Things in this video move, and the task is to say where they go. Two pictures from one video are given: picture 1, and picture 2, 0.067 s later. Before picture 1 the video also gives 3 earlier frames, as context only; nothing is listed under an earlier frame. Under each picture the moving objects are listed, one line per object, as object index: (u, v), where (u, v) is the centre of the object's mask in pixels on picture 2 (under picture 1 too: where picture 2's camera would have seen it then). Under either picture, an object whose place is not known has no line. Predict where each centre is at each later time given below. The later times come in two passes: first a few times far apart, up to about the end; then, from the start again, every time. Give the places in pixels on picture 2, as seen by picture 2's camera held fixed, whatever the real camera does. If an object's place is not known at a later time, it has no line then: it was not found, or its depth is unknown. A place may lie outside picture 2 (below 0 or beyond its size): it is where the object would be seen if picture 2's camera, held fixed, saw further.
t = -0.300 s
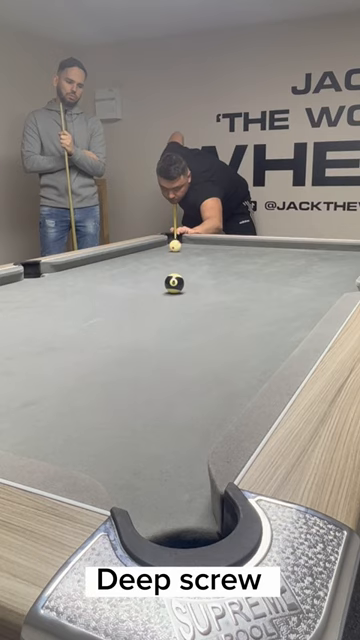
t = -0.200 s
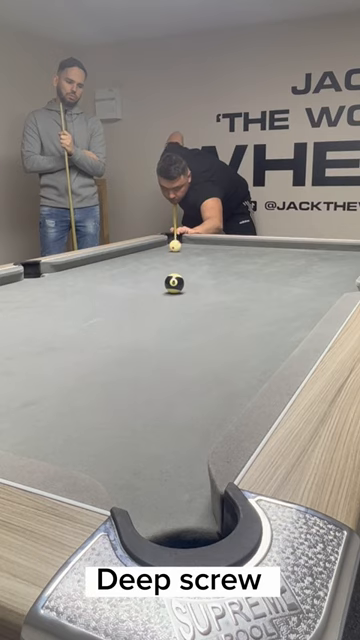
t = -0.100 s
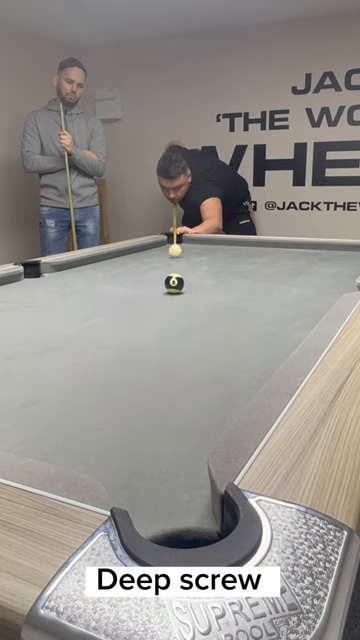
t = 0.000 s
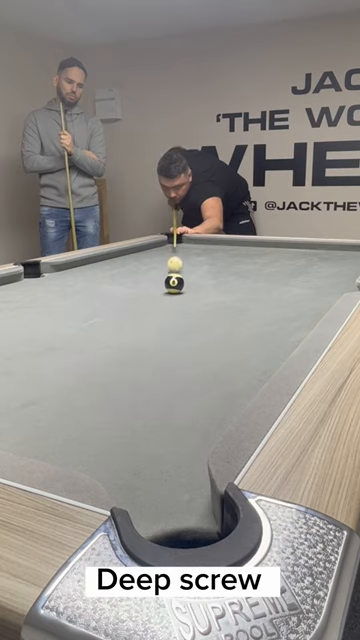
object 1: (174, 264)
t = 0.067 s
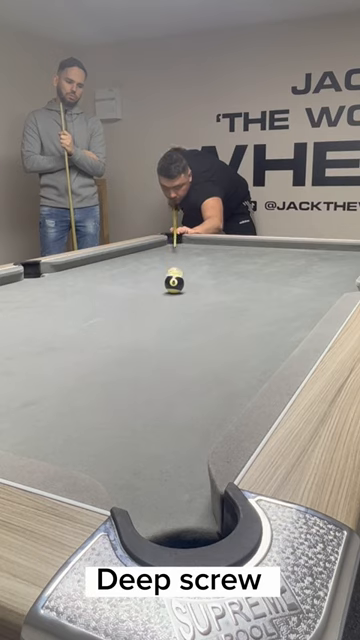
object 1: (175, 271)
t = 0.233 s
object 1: (175, 276)
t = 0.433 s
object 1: (176, 269)
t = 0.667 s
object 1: (177, 263)
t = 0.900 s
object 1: (178, 258)
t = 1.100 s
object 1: (179, 254)
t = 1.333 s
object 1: (179, 250)
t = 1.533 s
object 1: (179, 247)
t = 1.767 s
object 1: (179, 244)
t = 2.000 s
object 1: (179, 242)
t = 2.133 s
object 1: (179, 240)
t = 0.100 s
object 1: (175, 275)
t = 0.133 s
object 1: (174, 276)
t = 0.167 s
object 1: (174, 278)
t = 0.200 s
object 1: (175, 277)
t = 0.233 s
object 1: (175, 276)
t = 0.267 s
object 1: (175, 275)
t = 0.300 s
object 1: (175, 273)
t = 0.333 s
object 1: (175, 272)
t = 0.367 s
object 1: (176, 271)
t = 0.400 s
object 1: (176, 270)
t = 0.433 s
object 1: (176, 269)
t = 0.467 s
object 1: (176, 268)
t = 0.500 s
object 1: (176, 267)
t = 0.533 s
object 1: (177, 266)
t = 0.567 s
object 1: (177, 266)
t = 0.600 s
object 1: (177, 265)
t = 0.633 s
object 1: (177, 264)
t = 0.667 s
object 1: (177, 263)
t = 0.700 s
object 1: (177, 262)
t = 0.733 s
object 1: (177, 261)
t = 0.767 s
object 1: (178, 261)
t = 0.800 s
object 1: (177, 260)
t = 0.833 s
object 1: (178, 259)
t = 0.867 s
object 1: (178, 258)
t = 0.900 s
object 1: (178, 258)
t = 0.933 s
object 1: (178, 257)
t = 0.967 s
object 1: (178, 256)
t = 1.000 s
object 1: (178, 256)
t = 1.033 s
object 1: (178, 255)
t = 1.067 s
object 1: (179, 254)
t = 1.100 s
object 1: (179, 254)
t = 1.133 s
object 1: (178, 253)
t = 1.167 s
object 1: (179, 253)
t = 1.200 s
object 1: (179, 252)
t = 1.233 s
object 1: (179, 252)
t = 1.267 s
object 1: (179, 251)
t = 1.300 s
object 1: (179, 251)
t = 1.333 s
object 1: (179, 250)
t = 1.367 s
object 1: (179, 250)
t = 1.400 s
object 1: (179, 249)
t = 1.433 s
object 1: (179, 249)
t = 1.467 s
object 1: (179, 248)
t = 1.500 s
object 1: (179, 248)
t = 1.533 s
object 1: (179, 247)
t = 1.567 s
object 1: (179, 247)
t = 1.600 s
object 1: (179, 246)
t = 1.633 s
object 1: (179, 246)
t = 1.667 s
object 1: (179, 245)
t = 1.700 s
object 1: (179, 245)
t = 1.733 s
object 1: (179, 245)
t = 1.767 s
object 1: (179, 244)
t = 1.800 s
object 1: (179, 244)
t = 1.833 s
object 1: (179, 244)
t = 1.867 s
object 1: (179, 243)
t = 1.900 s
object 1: (179, 243)
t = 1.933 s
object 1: (179, 242)
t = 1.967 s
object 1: (179, 242)
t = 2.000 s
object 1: (179, 242)
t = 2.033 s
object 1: (179, 242)
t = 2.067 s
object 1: (179, 241)
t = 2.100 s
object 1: (179, 241)
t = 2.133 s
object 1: (179, 240)
